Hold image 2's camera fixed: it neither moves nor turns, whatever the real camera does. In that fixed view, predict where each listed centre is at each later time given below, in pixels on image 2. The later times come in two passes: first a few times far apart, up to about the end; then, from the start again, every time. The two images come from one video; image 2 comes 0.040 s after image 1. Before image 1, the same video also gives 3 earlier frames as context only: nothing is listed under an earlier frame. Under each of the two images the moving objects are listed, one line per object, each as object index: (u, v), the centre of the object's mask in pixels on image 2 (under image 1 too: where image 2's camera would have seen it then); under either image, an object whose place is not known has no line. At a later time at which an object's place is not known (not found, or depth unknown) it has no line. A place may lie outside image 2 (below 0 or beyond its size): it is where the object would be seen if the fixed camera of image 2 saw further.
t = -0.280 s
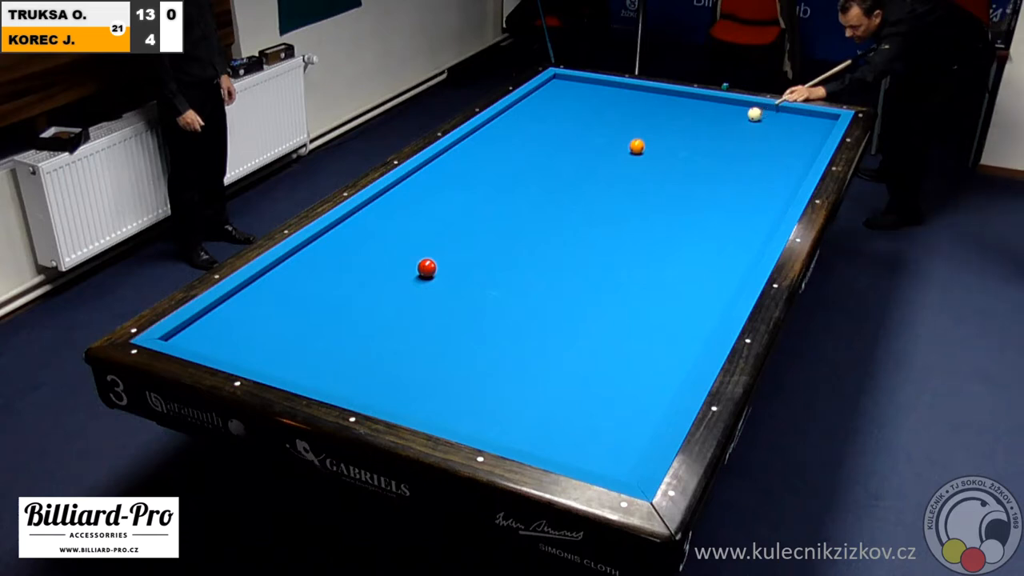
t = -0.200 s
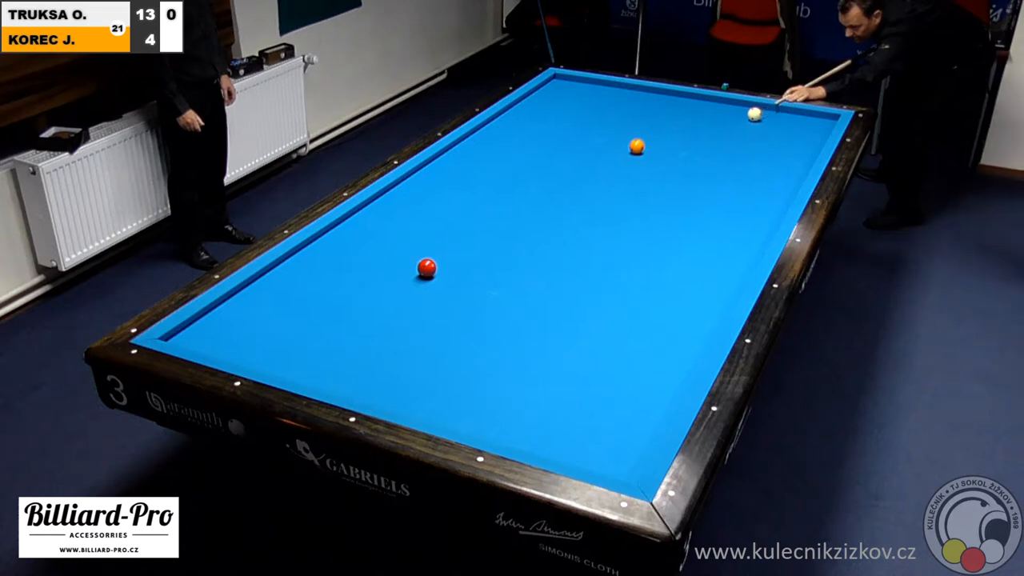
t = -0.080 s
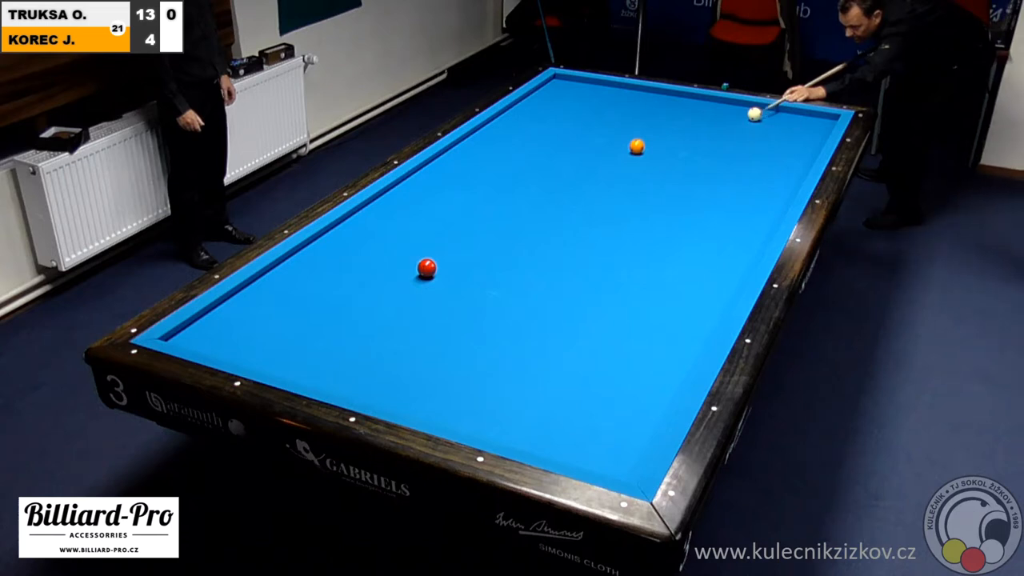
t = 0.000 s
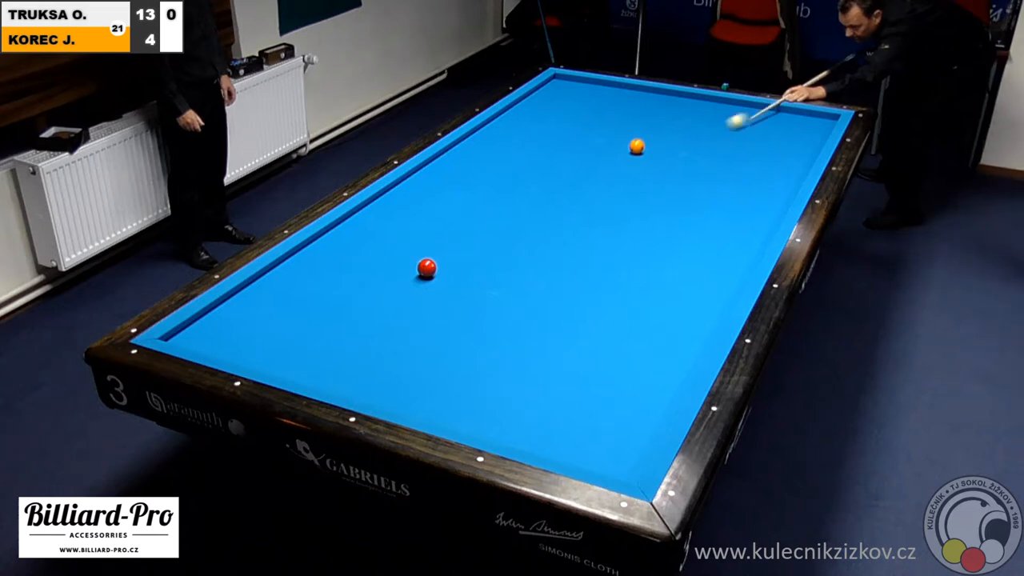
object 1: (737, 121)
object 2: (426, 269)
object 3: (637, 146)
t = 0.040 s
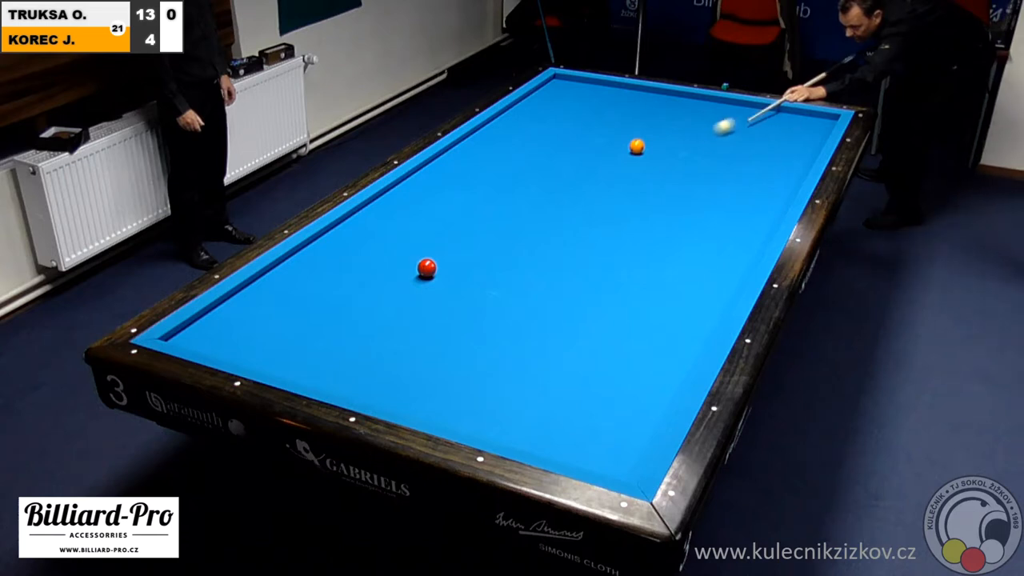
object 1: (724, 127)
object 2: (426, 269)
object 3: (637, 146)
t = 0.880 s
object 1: (432, 254)
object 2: (426, 269)
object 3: (637, 146)
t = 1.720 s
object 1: (296, 344)
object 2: (423, 406)
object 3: (637, 146)
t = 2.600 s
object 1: (586, 304)
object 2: (548, 369)
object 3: (637, 146)
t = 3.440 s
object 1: (713, 253)
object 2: (646, 332)
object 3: (637, 146)
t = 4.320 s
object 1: (659, 183)
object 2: (727, 302)
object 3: (637, 146)
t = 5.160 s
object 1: (618, 148)
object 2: (719, 271)
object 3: (640, 135)
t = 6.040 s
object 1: (580, 137)
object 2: (711, 246)
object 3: (646, 113)
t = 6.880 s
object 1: (552, 129)
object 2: (704, 229)
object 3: (651, 96)
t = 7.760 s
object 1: (529, 122)
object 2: (698, 216)
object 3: (645, 92)
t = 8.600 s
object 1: (515, 118)
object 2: (693, 208)
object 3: (633, 97)
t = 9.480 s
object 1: (506, 115)
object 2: (689, 203)
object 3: (624, 100)
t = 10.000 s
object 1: (504, 115)
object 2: (688, 203)
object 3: (620, 101)
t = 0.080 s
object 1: (712, 132)
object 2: (426, 269)
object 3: (637, 146)
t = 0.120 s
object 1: (700, 137)
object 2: (426, 269)
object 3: (637, 146)
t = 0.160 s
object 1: (688, 142)
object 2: (426, 269)
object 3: (637, 146)
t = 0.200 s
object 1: (676, 148)
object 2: (426, 269)
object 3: (637, 146)
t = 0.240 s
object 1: (665, 153)
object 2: (426, 269)
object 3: (637, 146)
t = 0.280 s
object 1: (653, 158)
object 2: (426, 269)
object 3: (637, 146)
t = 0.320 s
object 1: (640, 164)
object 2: (426, 269)
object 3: (637, 146)
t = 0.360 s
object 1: (628, 170)
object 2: (426, 269)
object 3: (637, 146)
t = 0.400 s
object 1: (615, 175)
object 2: (426, 269)
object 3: (637, 146)
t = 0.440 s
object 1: (602, 181)
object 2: (426, 269)
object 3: (637, 146)
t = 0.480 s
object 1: (588, 187)
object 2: (426, 269)
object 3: (637, 146)
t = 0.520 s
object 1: (574, 193)
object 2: (426, 269)
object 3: (637, 146)
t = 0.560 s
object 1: (560, 200)
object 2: (426, 269)
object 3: (637, 146)
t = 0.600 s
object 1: (545, 206)
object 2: (426, 269)
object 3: (637, 146)
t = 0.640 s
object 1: (530, 213)
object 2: (426, 269)
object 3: (637, 146)
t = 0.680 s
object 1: (515, 220)
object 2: (426, 269)
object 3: (637, 146)
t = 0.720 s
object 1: (499, 227)
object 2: (426, 269)
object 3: (637, 146)
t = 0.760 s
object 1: (482, 235)
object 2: (426, 269)
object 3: (637, 146)
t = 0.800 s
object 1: (465, 242)
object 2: (426, 269)
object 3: (637, 146)
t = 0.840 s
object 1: (448, 250)
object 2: (426, 269)
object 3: (637, 146)
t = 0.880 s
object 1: (432, 254)
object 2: (426, 269)
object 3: (637, 146)
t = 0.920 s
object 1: (411, 260)
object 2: (426, 274)
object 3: (637, 146)
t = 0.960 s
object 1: (394, 262)
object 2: (426, 281)
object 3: (637, 146)
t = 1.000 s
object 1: (375, 265)
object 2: (426, 288)
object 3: (637, 146)
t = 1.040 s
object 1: (356, 267)
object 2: (426, 294)
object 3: (637, 146)
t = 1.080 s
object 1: (337, 270)
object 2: (426, 301)
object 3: (637, 146)
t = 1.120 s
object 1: (318, 273)
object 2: (426, 306)
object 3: (637, 146)
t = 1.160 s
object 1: (299, 276)
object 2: (425, 312)
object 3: (637, 146)
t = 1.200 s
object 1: (279, 280)
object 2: (425, 318)
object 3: (637, 146)
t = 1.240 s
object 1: (260, 283)
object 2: (425, 324)
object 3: (637, 146)
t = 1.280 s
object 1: (250, 289)
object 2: (425, 331)
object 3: (637, 146)
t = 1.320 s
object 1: (249, 298)
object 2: (425, 337)
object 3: (637, 146)
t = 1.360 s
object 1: (247, 307)
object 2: (424, 343)
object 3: (637, 146)
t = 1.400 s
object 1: (244, 317)
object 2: (424, 350)
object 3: (637, 146)
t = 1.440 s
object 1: (240, 326)
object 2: (424, 357)
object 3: (637, 146)
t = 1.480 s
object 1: (236, 336)
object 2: (424, 364)
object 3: (637, 146)
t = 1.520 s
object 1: (233, 346)
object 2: (424, 371)
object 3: (637, 146)
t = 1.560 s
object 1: (232, 352)
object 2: (423, 378)
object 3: (637, 146)
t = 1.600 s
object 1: (247, 352)
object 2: (423, 385)
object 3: (637, 146)
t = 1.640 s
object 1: (264, 349)
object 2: (423, 393)
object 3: (637, 146)
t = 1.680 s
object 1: (280, 346)
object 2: (423, 400)
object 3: (637, 146)
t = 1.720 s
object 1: (296, 344)
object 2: (423, 406)
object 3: (637, 146)
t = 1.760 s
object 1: (311, 341)
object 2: (424, 411)
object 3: (637, 146)
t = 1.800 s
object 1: (325, 339)
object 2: (431, 410)
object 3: (637, 146)
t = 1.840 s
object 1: (339, 337)
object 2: (437, 408)
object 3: (637, 146)
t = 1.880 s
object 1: (353, 335)
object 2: (444, 406)
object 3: (637, 146)
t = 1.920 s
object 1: (367, 333)
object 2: (450, 404)
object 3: (637, 146)
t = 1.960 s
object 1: (381, 332)
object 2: (457, 402)
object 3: (637, 146)
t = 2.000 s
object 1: (394, 330)
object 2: (463, 400)
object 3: (637, 146)
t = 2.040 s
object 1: (408, 328)
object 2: (469, 397)
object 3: (637, 146)
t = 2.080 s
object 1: (421, 326)
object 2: (475, 395)
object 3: (637, 146)
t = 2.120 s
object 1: (435, 324)
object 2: (481, 393)
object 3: (637, 146)
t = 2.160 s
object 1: (448, 322)
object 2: (487, 391)
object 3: (637, 146)
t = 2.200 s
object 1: (461, 321)
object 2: (493, 389)
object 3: (637, 146)
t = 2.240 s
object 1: (474, 319)
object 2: (499, 386)
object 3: (637, 146)
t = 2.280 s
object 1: (486, 317)
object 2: (505, 385)
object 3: (637, 146)
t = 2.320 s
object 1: (499, 316)
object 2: (510, 382)
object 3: (637, 146)
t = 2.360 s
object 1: (512, 314)
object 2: (516, 380)
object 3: (637, 146)
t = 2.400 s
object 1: (524, 312)
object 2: (521, 378)
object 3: (637, 146)
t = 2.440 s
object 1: (537, 311)
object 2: (527, 376)
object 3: (637, 146)
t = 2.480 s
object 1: (549, 309)
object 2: (532, 374)
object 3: (637, 146)
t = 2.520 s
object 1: (561, 308)
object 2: (538, 372)
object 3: (637, 146)
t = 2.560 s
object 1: (574, 306)
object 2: (543, 370)
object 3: (637, 146)
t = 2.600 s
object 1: (586, 304)
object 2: (548, 369)
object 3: (637, 146)
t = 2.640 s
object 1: (597, 303)
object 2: (553, 366)
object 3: (637, 146)
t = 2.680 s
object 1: (609, 301)
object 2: (558, 364)
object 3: (637, 146)
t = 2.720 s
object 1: (621, 300)
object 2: (563, 363)
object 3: (637, 146)
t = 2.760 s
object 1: (633, 298)
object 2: (569, 361)
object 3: (637, 146)
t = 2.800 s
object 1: (644, 297)
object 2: (574, 359)
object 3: (637, 146)
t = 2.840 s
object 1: (655, 295)
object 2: (579, 357)
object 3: (637, 146)
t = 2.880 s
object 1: (666, 294)
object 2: (583, 355)
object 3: (637, 146)
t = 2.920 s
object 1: (678, 292)
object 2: (588, 354)
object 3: (637, 146)
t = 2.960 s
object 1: (689, 291)
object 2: (593, 352)
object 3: (637, 146)
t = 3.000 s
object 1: (700, 289)
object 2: (598, 350)
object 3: (637, 146)
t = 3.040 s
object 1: (711, 288)
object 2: (602, 348)
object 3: (637, 146)
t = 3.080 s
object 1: (722, 286)
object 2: (607, 346)
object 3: (637, 146)
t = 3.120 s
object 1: (733, 285)
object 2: (611, 345)
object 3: (637, 146)
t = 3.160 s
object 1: (737, 282)
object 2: (616, 343)
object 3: (637, 146)
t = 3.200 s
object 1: (732, 278)
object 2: (620, 342)
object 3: (637, 146)
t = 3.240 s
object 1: (729, 273)
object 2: (625, 340)
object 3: (637, 146)
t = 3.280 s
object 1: (725, 269)
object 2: (629, 338)
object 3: (637, 146)
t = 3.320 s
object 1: (722, 265)
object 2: (633, 337)
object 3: (637, 146)
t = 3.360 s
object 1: (719, 261)
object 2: (638, 335)
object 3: (637, 146)
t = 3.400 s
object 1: (716, 257)
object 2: (642, 334)
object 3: (637, 146)
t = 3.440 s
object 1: (713, 253)
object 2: (646, 332)
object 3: (637, 146)
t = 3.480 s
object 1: (710, 249)
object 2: (650, 330)
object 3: (637, 146)
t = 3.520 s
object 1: (707, 246)
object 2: (654, 329)
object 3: (637, 146)
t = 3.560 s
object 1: (704, 242)
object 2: (658, 327)
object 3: (637, 146)
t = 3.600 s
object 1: (701, 238)
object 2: (662, 326)
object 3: (637, 146)
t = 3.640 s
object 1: (699, 235)
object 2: (666, 324)
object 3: (637, 146)
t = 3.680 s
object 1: (696, 231)
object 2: (670, 323)
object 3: (637, 146)
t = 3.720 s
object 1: (694, 228)
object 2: (674, 322)
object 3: (637, 146)
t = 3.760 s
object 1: (691, 225)
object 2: (678, 320)
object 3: (637, 146)
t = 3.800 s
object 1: (689, 221)
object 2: (682, 319)
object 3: (637, 146)
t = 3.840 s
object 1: (686, 218)
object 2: (686, 318)
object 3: (637, 146)
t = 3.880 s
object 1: (684, 215)
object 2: (689, 316)
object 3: (637, 146)
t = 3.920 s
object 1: (681, 212)
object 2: (693, 315)
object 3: (637, 146)
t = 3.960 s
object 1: (679, 209)
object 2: (696, 313)
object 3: (637, 146)
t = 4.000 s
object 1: (677, 206)
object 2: (700, 312)
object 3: (637, 146)
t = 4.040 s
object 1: (674, 203)
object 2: (704, 311)
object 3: (637, 146)
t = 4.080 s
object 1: (672, 200)
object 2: (707, 309)
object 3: (637, 146)
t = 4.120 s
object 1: (670, 197)
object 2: (711, 308)
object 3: (637, 146)
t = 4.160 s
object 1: (668, 194)
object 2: (714, 307)
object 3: (637, 146)
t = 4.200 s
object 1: (665, 191)
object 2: (718, 305)
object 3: (637, 146)
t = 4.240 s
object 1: (663, 188)
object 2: (721, 304)
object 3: (637, 146)
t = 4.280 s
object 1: (661, 186)
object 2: (725, 303)
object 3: (637, 146)
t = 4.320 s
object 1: (659, 183)
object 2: (727, 302)
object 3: (637, 146)
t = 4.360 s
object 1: (657, 180)
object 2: (727, 300)
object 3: (637, 146)
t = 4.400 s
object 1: (655, 178)
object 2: (727, 298)
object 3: (637, 146)
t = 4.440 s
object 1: (653, 175)
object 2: (727, 297)
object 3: (637, 146)
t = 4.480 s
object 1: (651, 173)
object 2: (726, 295)
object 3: (637, 146)
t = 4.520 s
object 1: (650, 170)
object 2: (726, 294)
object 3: (637, 146)
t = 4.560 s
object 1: (648, 168)
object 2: (726, 293)
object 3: (637, 146)
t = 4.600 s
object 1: (646, 165)
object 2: (725, 291)
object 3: (637, 146)
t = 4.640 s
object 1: (644, 163)
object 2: (725, 289)
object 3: (637, 146)
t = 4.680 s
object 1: (642, 161)
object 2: (724, 288)
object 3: (636, 145)
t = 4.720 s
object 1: (640, 158)
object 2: (724, 286)
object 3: (636, 145)
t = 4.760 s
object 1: (638, 156)
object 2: (723, 285)
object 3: (636, 144)
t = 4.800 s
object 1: (637, 154)
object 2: (723, 283)
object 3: (637, 143)
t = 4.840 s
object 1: (635, 152)
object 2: (722, 282)
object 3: (638, 142)
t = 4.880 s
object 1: (633, 152)
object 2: (722, 280)
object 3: (639, 142)
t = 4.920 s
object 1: (631, 151)
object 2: (721, 279)
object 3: (639, 141)
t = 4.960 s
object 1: (629, 151)
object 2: (721, 278)
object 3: (639, 141)
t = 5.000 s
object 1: (626, 150)
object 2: (721, 276)
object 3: (639, 140)
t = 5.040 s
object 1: (625, 149)
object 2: (720, 275)
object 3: (639, 139)
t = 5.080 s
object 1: (622, 149)
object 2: (720, 273)
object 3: (640, 138)
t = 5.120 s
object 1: (620, 148)
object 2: (719, 272)
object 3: (640, 136)
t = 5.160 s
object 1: (618, 148)
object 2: (719, 271)
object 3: (640, 135)
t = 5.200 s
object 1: (617, 147)
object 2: (718, 269)
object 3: (641, 134)
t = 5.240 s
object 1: (615, 147)
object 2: (718, 268)
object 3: (641, 133)
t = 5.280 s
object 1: (613, 146)
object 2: (718, 267)
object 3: (641, 132)
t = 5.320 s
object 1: (611, 146)
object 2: (717, 266)
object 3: (642, 131)
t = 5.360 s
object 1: (609, 145)
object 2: (717, 264)
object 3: (642, 130)
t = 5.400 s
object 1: (607, 145)
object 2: (717, 263)
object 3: (642, 129)
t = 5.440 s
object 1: (605, 144)
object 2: (716, 262)
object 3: (642, 128)
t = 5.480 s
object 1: (604, 144)
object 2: (716, 261)
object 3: (643, 126)
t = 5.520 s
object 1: (602, 143)
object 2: (716, 260)
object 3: (643, 125)
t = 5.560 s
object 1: (600, 142)
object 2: (715, 258)
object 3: (643, 124)
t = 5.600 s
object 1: (598, 142)
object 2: (715, 258)
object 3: (644, 123)
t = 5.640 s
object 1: (597, 141)
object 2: (714, 256)
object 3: (644, 122)
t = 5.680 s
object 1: (595, 141)
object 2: (714, 255)
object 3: (644, 121)
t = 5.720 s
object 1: (593, 141)
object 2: (714, 254)
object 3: (644, 120)
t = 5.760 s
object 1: (591, 140)
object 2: (713, 253)
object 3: (645, 119)
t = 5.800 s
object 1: (590, 139)
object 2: (713, 252)
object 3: (645, 118)
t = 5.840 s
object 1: (588, 139)
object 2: (713, 251)
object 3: (645, 117)
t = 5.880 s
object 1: (587, 139)
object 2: (712, 250)
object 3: (646, 116)
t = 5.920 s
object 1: (585, 138)
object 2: (712, 249)
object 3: (646, 116)
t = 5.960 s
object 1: (583, 138)
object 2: (712, 248)
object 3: (646, 115)
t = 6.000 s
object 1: (582, 137)
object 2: (711, 247)
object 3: (646, 113)
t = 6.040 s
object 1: (580, 137)
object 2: (711, 246)
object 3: (646, 113)
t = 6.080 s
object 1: (579, 136)
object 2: (711, 245)
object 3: (647, 112)
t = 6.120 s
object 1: (577, 136)
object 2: (710, 244)
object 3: (647, 111)
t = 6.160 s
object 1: (576, 136)
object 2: (710, 244)
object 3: (647, 110)
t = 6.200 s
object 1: (574, 135)
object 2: (710, 243)
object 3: (648, 109)
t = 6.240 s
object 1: (573, 135)
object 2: (709, 242)
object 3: (648, 108)
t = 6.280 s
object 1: (571, 134)
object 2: (709, 241)
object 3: (648, 107)
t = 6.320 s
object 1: (570, 134)
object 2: (709, 240)
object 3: (648, 107)
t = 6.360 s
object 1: (568, 133)
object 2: (708, 239)
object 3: (649, 106)
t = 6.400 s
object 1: (567, 133)
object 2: (708, 238)
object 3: (648, 105)
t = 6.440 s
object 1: (566, 133)
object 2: (708, 238)
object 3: (649, 104)
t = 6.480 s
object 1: (564, 132)
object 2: (707, 237)
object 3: (649, 103)
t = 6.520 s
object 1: (563, 132)
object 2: (707, 236)
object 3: (649, 102)
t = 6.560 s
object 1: (562, 131)
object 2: (707, 235)
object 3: (649, 102)
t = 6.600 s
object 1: (560, 131)
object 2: (706, 234)
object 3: (650, 101)
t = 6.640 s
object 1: (559, 131)
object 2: (706, 233)
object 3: (650, 101)
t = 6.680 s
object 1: (558, 130)
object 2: (706, 233)
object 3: (650, 100)
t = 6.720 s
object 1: (556, 130)
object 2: (706, 232)
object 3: (650, 99)
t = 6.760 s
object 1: (555, 130)
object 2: (705, 231)
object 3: (650, 98)
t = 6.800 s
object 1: (554, 129)
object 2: (705, 230)
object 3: (650, 97)
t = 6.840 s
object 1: (553, 129)
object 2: (705, 230)
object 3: (651, 97)
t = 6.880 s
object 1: (552, 129)
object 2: (704, 229)
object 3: (651, 96)
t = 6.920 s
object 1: (550, 128)
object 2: (704, 228)
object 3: (651, 95)
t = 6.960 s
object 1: (549, 128)
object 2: (704, 228)
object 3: (651, 95)
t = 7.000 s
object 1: (548, 128)
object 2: (703, 227)
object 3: (651, 94)
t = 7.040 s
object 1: (547, 127)
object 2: (703, 226)
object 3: (651, 93)
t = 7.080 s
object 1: (546, 127)
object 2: (703, 226)
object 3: (652, 93)
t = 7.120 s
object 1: (545, 127)
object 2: (702, 225)
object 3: (652, 92)
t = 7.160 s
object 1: (544, 126)
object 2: (702, 224)
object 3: (652, 91)
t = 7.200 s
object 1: (543, 126)
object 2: (702, 224)
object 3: (652, 90)
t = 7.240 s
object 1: (542, 126)
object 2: (702, 223)
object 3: (652, 90)
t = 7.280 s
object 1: (541, 125)
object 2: (701, 222)
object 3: (652, 89)
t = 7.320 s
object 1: (539, 125)
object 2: (701, 222)
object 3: (652, 89)
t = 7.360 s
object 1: (539, 125)
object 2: (701, 221)
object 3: (651, 89)
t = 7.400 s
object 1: (537, 124)
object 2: (700, 221)
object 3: (650, 90)
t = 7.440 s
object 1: (537, 124)
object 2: (700, 220)
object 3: (650, 90)
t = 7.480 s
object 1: (536, 124)
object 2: (700, 220)
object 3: (649, 90)
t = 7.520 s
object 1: (535, 124)
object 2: (700, 219)
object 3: (648, 91)
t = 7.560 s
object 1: (534, 123)
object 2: (699, 219)
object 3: (648, 91)
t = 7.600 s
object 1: (533, 123)
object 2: (699, 218)
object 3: (647, 91)
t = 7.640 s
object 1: (532, 123)
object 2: (699, 218)
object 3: (646, 91)
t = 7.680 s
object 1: (531, 123)
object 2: (698, 217)
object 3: (646, 92)
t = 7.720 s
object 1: (530, 122)
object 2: (698, 216)
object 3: (645, 92)
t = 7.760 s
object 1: (529, 122)
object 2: (698, 216)
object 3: (645, 92)
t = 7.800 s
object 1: (528, 122)
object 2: (698, 215)
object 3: (644, 93)
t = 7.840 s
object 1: (528, 122)
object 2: (697, 215)
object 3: (643, 93)
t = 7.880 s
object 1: (527, 121)
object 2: (697, 215)
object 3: (642, 93)
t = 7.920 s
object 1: (526, 121)
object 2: (697, 214)
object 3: (642, 93)
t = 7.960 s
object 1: (525, 121)
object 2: (696, 214)
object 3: (641, 93)
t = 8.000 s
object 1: (525, 121)
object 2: (696, 213)
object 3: (641, 94)
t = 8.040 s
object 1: (524, 121)
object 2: (696, 213)
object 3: (640, 94)
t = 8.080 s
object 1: (523, 120)
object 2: (696, 213)
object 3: (640, 94)
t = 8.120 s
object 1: (522, 120)
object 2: (695, 212)
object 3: (639, 94)
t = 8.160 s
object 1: (522, 120)
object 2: (695, 212)
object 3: (638, 95)
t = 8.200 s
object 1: (521, 120)
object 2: (695, 211)
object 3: (638, 95)
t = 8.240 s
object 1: (520, 120)
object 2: (695, 211)
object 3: (637, 95)
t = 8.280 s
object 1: (520, 119)
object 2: (694, 211)
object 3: (637, 95)
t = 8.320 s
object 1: (519, 119)
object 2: (694, 210)
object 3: (637, 95)
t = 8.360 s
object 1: (518, 119)
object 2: (694, 210)
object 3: (636, 95)
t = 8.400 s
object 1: (518, 119)
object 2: (694, 209)
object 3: (635, 96)
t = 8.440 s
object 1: (517, 118)
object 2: (694, 209)
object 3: (634, 96)
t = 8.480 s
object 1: (517, 118)
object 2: (693, 209)
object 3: (634, 96)
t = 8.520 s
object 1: (516, 118)
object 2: (693, 209)
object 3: (634, 97)
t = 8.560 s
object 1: (515, 118)
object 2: (693, 208)
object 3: (633, 96)
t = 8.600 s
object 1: (515, 118)
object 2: (693, 208)
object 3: (633, 97)
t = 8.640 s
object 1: (514, 118)
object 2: (692, 207)
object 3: (632, 97)
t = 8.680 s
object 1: (514, 118)
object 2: (692, 207)
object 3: (632, 97)
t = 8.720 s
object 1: (514, 117)
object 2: (692, 207)
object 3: (631, 97)
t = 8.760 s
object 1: (513, 117)
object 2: (692, 207)
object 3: (631, 98)
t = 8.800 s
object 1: (513, 117)
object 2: (692, 207)
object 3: (630, 98)
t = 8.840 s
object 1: (512, 117)
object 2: (691, 206)
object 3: (630, 98)
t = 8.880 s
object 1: (512, 117)
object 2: (691, 206)
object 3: (629, 98)
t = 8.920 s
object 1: (511, 117)
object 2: (691, 206)
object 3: (629, 98)
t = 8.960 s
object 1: (511, 117)
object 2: (691, 206)
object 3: (629, 99)
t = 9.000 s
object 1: (510, 116)
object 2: (691, 206)
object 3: (628, 99)
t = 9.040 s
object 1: (510, 116)
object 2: (691, 205)
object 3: (628, 99)
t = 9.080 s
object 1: (510, 116)
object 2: (690, 205)
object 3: (627, 99)
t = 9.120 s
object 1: (509, 116)
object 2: (690, 205)
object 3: (627, 99)
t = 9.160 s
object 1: (509, 116)
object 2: (690, 205)
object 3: (627, 99)
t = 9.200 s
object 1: (508, 116)
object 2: (690, 205)
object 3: (626, 100)
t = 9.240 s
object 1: (508, 116)
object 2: (690, 204)
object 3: (626, 100)
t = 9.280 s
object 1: (508, 116)
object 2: (690, 204)
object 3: (625, 100)
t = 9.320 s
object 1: (507, 116)
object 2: (690, 204)
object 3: (625, 100)
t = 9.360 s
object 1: (507, 116)
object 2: (690, 204)
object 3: (625, 100)
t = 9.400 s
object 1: (507, 115)
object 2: (689, 204)
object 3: (624, 100)
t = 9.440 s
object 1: (506, 115)
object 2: (689, 203)
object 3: (624, 100)
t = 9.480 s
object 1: (506, 115)
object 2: (689, 203)
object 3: (624, 100)
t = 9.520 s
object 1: (506, 115)
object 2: (689, 203)
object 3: (624, 101)
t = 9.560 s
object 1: (506, 115)
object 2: (689, 203)
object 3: (623, 101)
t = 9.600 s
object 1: (506, 115)
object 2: (689, 203)
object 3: (623, 101)
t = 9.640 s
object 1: (505, 115)
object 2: (689, 203)
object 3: (623, 101)
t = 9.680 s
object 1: (505, 115)
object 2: (689, 203)
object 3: (622, 101)
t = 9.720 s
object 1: (505, 115)
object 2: (688, 203)
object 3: (622, 101)
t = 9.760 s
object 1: (505, 115)
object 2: (688, 203)
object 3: (622, 101)
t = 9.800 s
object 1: (505, 115)
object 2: (688, 203)
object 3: (621, 101)
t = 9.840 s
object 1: (504, 115)
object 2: (688, 203)
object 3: (621, 101)
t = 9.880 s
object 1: (504, 115)
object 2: (688, 203)
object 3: (621, 101)
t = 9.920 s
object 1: (504, 115)
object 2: (688, 203)
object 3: (621, 101)
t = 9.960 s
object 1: (504, 115)
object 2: (688, 203)
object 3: (621, 101)
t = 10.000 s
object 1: (504, 115)
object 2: (688, 203)
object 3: (620, 101)
